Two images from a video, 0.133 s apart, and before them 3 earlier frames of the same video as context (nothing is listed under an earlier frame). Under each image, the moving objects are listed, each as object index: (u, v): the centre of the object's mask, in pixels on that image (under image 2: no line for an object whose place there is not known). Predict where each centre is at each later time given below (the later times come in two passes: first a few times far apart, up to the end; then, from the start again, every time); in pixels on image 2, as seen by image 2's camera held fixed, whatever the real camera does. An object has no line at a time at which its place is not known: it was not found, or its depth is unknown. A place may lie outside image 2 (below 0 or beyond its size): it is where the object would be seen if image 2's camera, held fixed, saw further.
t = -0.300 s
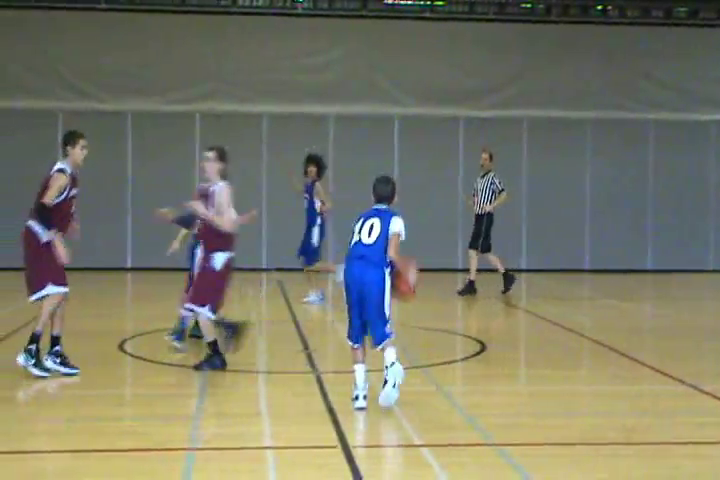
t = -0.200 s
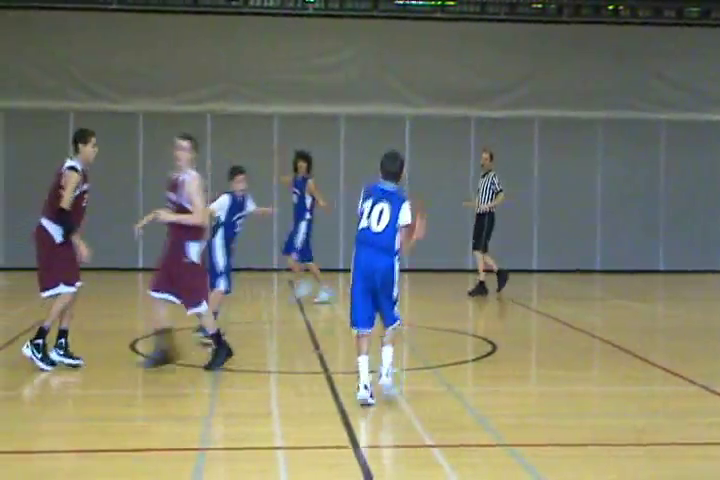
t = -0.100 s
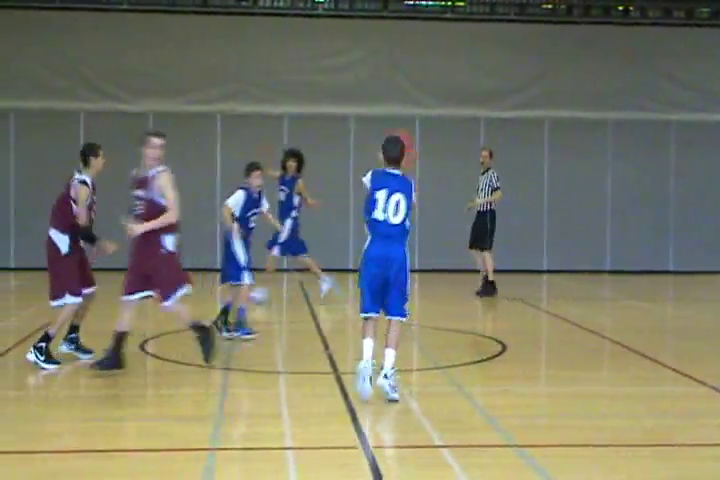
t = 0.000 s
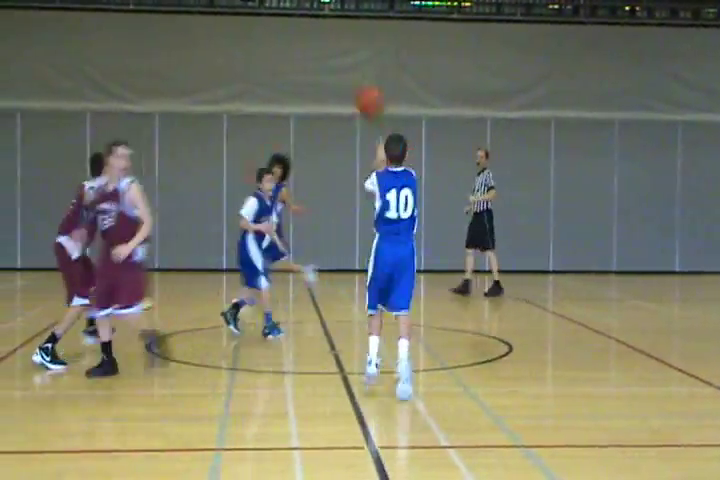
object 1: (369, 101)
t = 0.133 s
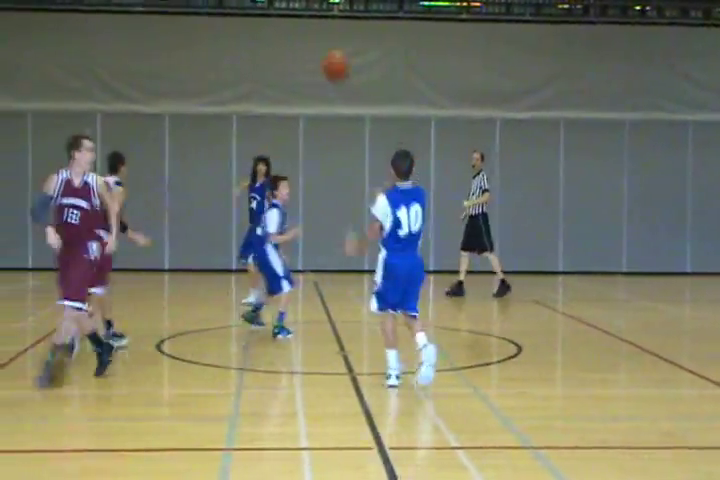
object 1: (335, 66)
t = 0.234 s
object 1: (309, 56)
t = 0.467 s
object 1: (258, 72)
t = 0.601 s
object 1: (235, 100)
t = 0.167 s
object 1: (327, 62)
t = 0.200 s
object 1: (317, 58)
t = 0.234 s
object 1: (309, 56)
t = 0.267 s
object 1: (300, 55)
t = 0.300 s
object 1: (292, 55)
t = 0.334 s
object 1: (285, 57)
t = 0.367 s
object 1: (277, 59)
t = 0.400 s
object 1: (271, 62)
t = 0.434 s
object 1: (264, 67)
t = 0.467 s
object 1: (258, 72)
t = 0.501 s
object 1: (251, 78)
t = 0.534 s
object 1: (245, 85)
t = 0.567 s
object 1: (240, 92)
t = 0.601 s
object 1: (235, 100)
